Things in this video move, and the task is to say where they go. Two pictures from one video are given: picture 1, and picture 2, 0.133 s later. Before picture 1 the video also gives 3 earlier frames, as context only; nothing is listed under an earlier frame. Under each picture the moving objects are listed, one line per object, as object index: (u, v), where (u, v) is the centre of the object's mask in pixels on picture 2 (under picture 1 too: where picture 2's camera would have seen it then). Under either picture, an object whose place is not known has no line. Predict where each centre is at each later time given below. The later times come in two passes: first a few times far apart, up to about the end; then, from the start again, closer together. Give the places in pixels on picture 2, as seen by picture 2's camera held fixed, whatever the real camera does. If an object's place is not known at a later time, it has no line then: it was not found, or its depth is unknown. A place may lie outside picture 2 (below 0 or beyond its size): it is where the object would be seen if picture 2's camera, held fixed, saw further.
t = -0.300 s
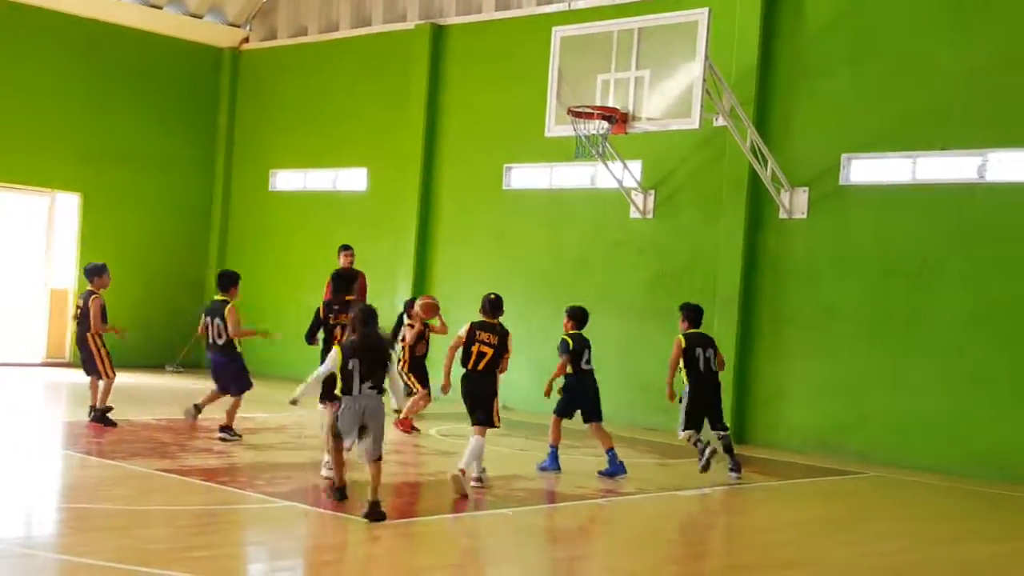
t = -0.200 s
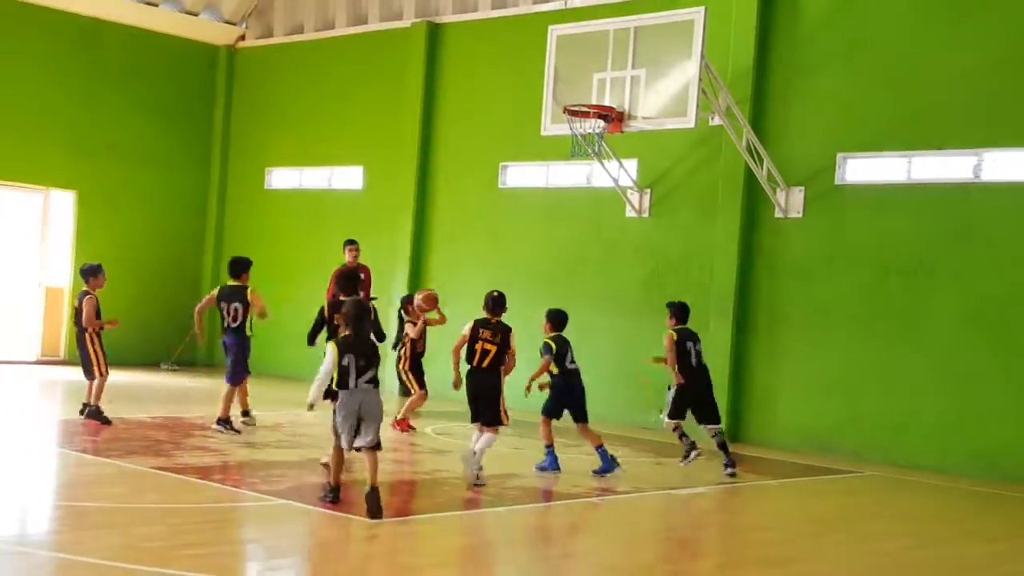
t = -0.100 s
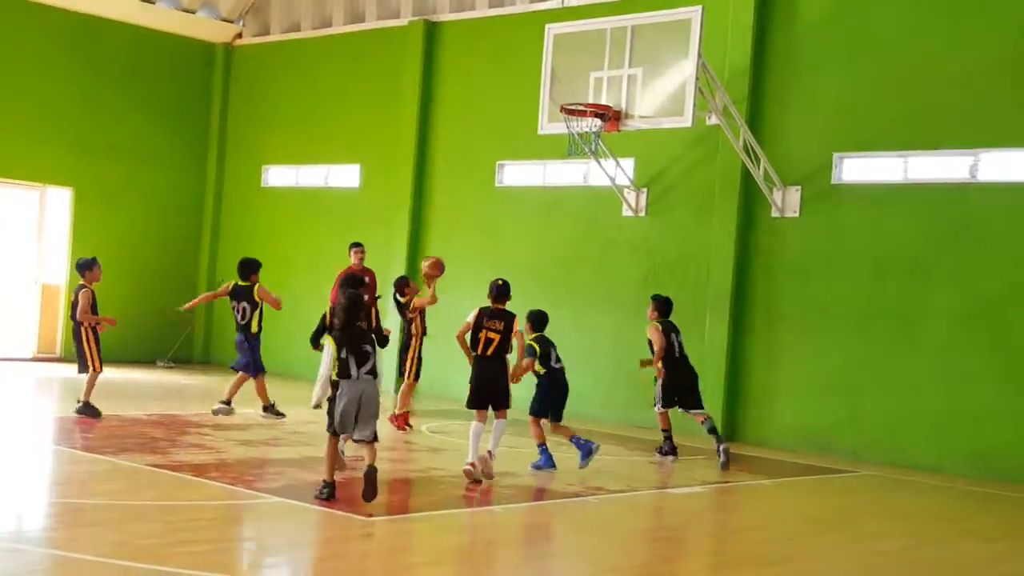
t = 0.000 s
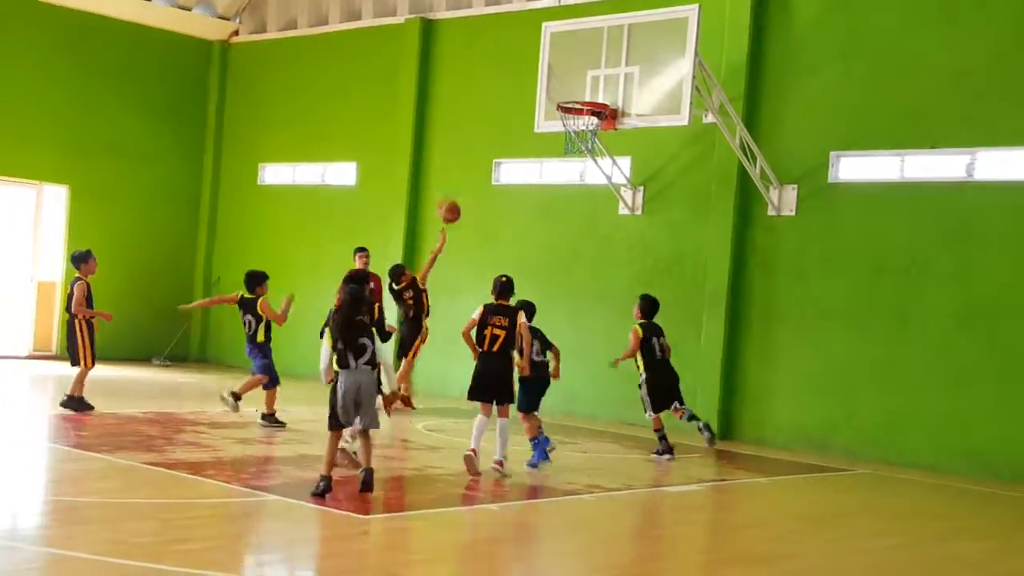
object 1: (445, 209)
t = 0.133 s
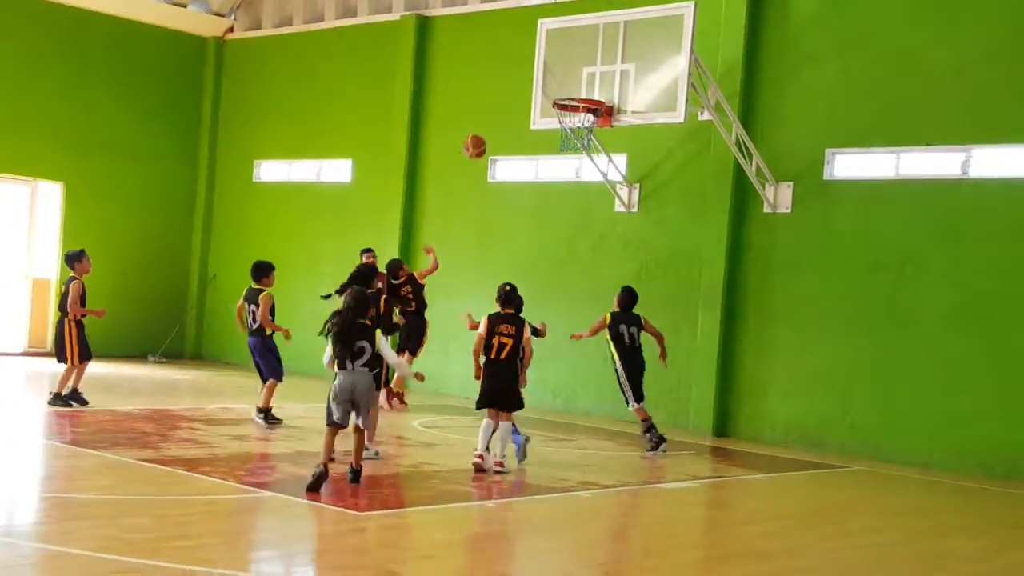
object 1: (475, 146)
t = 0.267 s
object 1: (503, 104)
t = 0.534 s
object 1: (555, 78)
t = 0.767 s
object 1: (594, 118)
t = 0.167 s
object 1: (483, 134)
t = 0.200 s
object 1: (490, 123)
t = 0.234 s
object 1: (497, 113)
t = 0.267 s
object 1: (503, 104)
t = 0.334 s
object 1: (517, 90)
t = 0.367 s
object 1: (525, 86)
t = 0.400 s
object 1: (531, 82)
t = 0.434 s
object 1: (537, 79)
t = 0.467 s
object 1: (543, 77)
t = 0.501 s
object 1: (549, 77)
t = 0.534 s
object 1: (555, 78)
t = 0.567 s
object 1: (562, 80)
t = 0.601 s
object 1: (568, 83)
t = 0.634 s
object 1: (573, 88)
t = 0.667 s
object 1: (579, 93)
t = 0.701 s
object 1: (584, 96)
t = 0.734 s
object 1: (589, 113)
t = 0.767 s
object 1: (594, 118)
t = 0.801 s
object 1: (597, 123)
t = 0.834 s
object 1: (599, 128)
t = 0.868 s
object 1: (600, 131)
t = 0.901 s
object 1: (600, 137)
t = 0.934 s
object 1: (600, 144)
